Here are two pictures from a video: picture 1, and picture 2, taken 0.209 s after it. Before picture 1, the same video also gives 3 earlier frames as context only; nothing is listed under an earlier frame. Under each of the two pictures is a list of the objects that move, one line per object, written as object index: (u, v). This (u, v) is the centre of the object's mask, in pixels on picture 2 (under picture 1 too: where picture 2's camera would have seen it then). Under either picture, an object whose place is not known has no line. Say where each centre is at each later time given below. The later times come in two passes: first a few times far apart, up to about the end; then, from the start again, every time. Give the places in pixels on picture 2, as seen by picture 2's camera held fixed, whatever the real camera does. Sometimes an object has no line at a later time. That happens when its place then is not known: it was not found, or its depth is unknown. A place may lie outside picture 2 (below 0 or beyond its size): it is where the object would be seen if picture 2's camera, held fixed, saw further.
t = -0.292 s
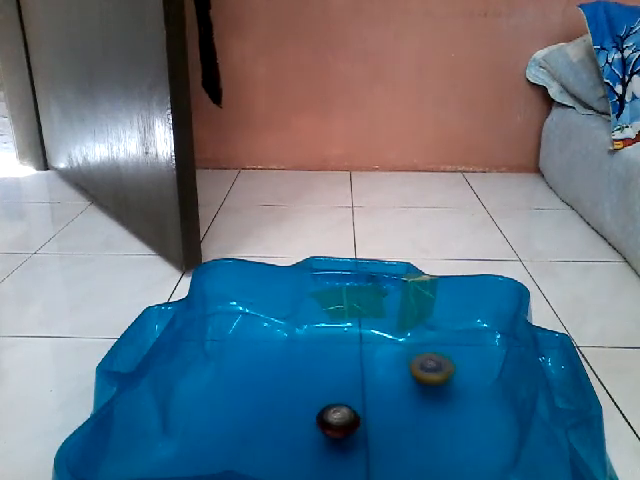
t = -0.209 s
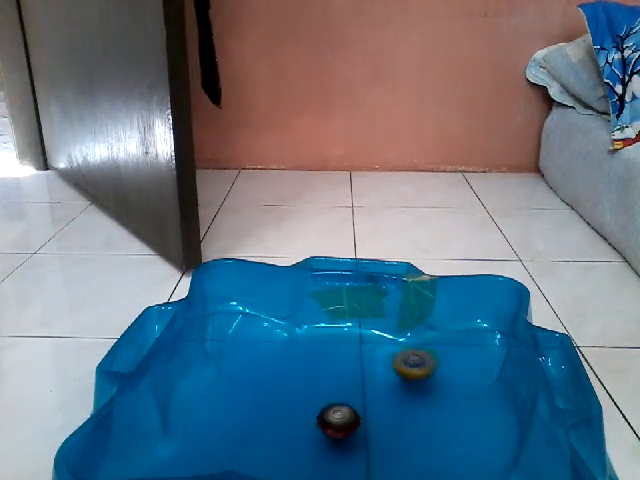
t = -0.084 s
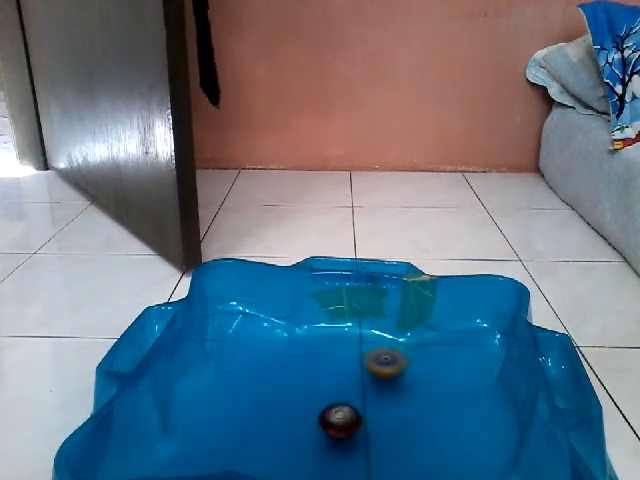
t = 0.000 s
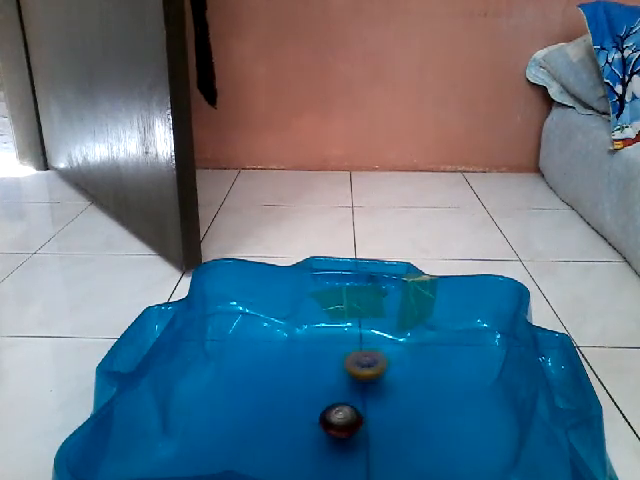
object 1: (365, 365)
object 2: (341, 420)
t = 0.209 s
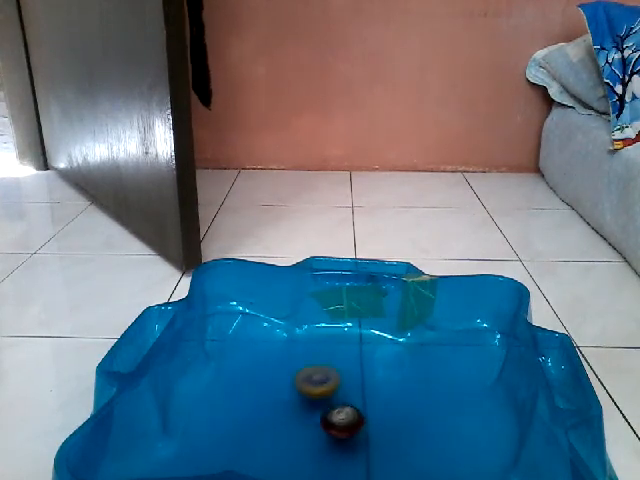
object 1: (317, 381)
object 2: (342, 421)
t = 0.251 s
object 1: (309, 386)
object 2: (342, 421)
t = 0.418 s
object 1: (278, 412)
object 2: (342, 421)
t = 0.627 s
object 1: (269, 453)
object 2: (341, 422)
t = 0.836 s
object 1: (298, 472)
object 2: (338, 422)
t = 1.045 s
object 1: (348, 475)
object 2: (338, 421)
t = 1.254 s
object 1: (394, 468)
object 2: (338, 421)
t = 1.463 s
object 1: (411, 437)
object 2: (339, 421)
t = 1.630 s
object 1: (402, 405)
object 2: (340, 421)
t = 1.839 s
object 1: (369, 377)
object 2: (341, 422)
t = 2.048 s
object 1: (333, 362)
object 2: (340, 422)
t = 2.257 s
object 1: (302, 360)
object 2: (339, 422)
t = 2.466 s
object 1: (278, 369)
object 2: (339, 422)
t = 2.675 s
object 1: (267, 388)
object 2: (340, 422)
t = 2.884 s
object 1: (276, 416)
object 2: (340, 422)
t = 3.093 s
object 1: (308, 444)
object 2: (345, 420)
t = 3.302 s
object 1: (353, 460)
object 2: (347, 421)
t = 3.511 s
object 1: (396, 459)
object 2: (346, 420)
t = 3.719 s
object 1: (421, 443)
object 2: (345, 420)
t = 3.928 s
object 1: (417, 418)
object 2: (343, 419)
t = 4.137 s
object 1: (389, 397)
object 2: (342, 419)
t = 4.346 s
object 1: (351, 387)
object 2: (343, 418)
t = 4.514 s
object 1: (319, 388)
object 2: (342, 419)
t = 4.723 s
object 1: (288, 396)
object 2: (341, 419)
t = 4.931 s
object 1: (268, 412)
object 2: (340, 420)
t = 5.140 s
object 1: (274, 433)
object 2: (339, 420)
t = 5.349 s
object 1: (308, 449)
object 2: (339, 420)
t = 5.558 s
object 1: (349, 451)
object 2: (342, 417)
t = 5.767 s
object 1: (382, 444)
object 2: (344, 418)
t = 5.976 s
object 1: (403, 432)
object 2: (345, 419)
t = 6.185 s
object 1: (406, 411)
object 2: (344, 420)
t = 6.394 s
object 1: (390, 394)
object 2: (342, 420)
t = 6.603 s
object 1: (364, 387)
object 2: (340, 419)
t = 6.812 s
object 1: (335, 387)
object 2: (341, 419)
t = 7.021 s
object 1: (310, 388)
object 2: (343, 426)
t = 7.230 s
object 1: (292, 394)
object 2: (340, 427)
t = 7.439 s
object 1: (284, 408)
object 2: (336, 425)
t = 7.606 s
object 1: (287, 421)
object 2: (340, 424)
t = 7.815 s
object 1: (293, 437)
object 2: (349, 426)
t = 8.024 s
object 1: (317, 449)
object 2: (354, 427)
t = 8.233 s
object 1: (335, 455)
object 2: (364, 425)
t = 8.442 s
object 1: (347, 449)
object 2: (373, 423)
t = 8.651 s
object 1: (324, 449)
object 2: (389, 417)
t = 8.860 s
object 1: (304, 450)
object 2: (387, 417)
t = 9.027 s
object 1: (297, 447)
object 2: (386, 415)
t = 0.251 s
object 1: (309, 386)
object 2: (342, 421)
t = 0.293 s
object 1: (300, 393)
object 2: (342, 421)
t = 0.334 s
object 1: (292, 399)
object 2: (342, 421)
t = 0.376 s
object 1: (285, 405)
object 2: (342, 421)
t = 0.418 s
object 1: (278, 412)
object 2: (342, 421)
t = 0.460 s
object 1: (272, 419)
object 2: (342, 422)
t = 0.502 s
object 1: (269, 427)
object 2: (342, 422)
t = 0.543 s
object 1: (267, 436)
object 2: (341, 422)
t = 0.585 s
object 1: (267, 445)
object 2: (341, 422)
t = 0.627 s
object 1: (269, 453)
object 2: (341, 422)
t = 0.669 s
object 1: (272, 460)
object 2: (340, 422)
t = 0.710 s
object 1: (277, 464)
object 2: (340, 422)
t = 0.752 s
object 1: (284, 468)
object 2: (339, 422)
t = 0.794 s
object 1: (289, 470)
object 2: (338, 422)
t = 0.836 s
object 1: (298, 472)
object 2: (338, 422)
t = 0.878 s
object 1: (307, 474)
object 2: (338, 421)
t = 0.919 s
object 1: (316, 475)
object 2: (338, 421)
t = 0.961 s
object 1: (326, 475)
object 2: (338, 421)
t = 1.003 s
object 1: (337, 476)
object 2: (338, 421)
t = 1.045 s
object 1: (348, 475)
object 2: (338, 421)
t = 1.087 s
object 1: (358, 474)
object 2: (338, 421)
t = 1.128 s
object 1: (369, 473)
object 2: (338, 421)
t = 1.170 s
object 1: (380, 472)
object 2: (338, 421)
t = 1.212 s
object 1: (387, 470)
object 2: (338, 421)
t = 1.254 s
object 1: (394, 468)
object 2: (338, 421)
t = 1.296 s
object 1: (400, 465)
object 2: (338, 421)
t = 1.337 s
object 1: (405, 461)
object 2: (338, 421)
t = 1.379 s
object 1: (409, 453)
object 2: (338, 421)
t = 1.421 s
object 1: (411, 446)
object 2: (339, 421)
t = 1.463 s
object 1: (411, 437)
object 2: (339, 421)
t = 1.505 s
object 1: (410, 430)
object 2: (339, 421)
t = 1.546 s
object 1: (409, 421)
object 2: (339, 421)
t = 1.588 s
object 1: (406, 413)
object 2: (340, 421)
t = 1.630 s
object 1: (402, 405)
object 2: (340, 421)
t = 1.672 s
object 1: (397, 399)
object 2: (340, 421)
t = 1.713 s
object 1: (391, 392)
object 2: (340, 421)
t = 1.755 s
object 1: (384, 387)
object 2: (341, 421)
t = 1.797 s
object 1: (377, 382)
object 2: (341, 421)
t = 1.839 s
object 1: (369, 377)
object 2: (341, 422)
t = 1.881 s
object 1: (362, 372)
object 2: (341, 422)
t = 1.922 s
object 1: (355, 369)
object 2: (340, 422)
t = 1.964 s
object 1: (347, 366)
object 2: (340, 422)
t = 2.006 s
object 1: (340, 364)
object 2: (340, 422)
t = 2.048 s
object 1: (333, 362)
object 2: (340, 422)
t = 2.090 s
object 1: (326, 361)
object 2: (340, 422)
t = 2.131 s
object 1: (319, 360)
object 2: (340, 422)
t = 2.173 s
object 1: (313, 359)
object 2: (339, 422)
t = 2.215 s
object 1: (308, 360)
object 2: (339, 422)
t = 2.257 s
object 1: (302, 360)
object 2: (339, 422)
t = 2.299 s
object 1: (296, 361)
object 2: (339, 422)
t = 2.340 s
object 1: (291, 362)
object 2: (339, 422)
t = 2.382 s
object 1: (286, 364)
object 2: (339, 422)
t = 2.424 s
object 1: (281, 366)
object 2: (339, 422)
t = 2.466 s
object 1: (278, 369)
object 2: (339, 422)
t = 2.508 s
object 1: (274, 372)
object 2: (340, 422)
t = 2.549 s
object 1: (271, 376)
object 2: (340, 422)
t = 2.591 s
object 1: (269, 380)
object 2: (340, 422)
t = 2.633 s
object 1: (267, 383)
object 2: (340, 422)
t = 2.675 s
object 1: (267, 388)
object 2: (340, 422)
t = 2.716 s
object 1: (267, 393)
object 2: (340, 422)
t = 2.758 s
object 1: (268, 398)
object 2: (340, 422)
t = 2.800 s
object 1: (269, 404)
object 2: (340, 422)
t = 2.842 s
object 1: (272, 410)
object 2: (340, 422)
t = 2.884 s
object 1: (276, 416)
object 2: (340, 422)
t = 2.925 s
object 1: (281, 422)
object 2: (340, 422)
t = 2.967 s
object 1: (289, 428)
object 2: (340, 422)
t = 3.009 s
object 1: (296, 434)
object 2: (341, 422)
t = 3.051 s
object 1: (302, 439)
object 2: (343, 421)
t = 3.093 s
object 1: (308, 444)
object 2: (345, 420)
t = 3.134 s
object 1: (316, 449)
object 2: (346, 420)
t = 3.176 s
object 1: (325, 453)
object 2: (347, 420)
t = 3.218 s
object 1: (334, 456)
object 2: (347, 420)
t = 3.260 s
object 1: (344, 459)
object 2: (347, 421)
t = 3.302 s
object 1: (353, 460)
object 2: (347, 421)
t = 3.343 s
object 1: (362, 460)
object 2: (347, 421)
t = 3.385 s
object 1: (371, 460)
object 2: (347, 421)
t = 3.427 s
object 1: (380, 460)
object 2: (346, 421)
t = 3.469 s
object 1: (388, 460)
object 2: (346, 421)
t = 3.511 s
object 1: (396, 459)
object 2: (346, 420)
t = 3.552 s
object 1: (402, 459)
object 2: (346, 420)
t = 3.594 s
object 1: (408, 456)
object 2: (346, 420)
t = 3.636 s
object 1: (414, 452)
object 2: (345, 420)
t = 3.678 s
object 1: (418, 448)
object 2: (345, 420)
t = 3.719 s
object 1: (421, 443)
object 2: (345, 420)
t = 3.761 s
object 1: (422, 437)
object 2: (344, 419)
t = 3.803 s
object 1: (423, 433)
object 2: (344, 419)
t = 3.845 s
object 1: (422, 428)
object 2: (343, 419)
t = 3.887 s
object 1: (419, 423)
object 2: (343, 419)
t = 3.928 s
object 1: (417, 418)
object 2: (343, 419)
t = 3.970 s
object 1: (413, 413)
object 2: (343, 419)
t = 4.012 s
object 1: (408, 409)
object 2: (343, 419)
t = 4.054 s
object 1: (403, 404)
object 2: (343, 419)
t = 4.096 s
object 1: (396, 400)
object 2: (343, 419)
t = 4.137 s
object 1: (389, 397)
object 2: (342, 419)
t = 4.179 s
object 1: (382, 395)
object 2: (342, 419)
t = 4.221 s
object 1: (374, 393)
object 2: (342, 419)
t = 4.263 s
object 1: (367, 391)
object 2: (343, 418)
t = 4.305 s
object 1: (359, 389)
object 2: (342, 419)
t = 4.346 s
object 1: (351, 387)
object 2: (343, 418)
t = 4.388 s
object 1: (343, 387)
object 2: (342, 419)
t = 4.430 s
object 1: (334, 387)
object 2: (342, 419)
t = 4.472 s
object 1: (327, 387)
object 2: (342, 418)
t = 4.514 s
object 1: (319, 388)
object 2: (342, 419)
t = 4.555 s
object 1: (312, 389)
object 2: (342, 419)
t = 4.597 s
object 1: (306, 391)
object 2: (342, 419)
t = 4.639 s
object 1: (300, 392)
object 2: (342, 419)
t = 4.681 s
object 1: (294, 394)
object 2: (341, 419)
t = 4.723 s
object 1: (288, 396)
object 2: (341, 419)
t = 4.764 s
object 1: (283, 399)
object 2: (341, 419)
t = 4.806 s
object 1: (278, 401)
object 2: (341, 419)
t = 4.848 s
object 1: (274, 405)
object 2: (341, 419)
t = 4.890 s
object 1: (270, 408)
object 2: (340, 419)
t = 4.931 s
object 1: (268, 412)
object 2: (340, 420)
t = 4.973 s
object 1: (266, 416)
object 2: (340, 420)
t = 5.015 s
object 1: (267, 421)
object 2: (340, 420)
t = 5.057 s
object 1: (268, 425)
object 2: (340, 420)
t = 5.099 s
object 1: (270, 429)
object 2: (340, 420)
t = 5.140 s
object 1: (274, 433)
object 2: (339, 420)
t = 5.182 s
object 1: (278, 437)
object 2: (339, 420)
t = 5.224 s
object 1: (285, 440)
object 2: (339, 420)
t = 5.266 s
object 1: (292, 444)
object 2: (339, 420)
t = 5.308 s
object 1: (299, 447)
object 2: (339, 420)
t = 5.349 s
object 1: (308, 449)
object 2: (339, 420)
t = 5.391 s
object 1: (317, 450)
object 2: (339, 419)
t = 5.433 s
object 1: (325, 451)
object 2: (339, 419)
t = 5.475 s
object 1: (333, 451)
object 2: (340, 418)
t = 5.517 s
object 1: (341, 451)
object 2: (341, 417)
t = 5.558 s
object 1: (349, 451)
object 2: (342, 417)
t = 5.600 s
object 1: (356, 451)
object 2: (342, 417)
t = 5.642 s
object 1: (363, 450)
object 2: (342, 418)
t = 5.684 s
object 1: (369, 448)
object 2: (343, 418)
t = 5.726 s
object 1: (375, 447)
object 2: (343, 418)
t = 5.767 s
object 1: (382, 444)
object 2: (344, 418)
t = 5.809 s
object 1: (387, 443)
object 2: (344, 418)
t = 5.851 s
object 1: (392, 440)
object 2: (345, 418)
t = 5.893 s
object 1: (396, 438)
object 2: (345, 419)
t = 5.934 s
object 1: (400, 435)
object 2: (345, 419)
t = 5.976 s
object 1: (403, 432)
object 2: (345, 419)
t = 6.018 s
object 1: (405, 428)
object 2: (346, 420)
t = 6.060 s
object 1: (407, 424)
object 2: (345, 420)
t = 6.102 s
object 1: (408, 419)
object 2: (345, 420)
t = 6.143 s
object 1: (407, 415)
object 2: (345, 420)
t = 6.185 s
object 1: (406, 411)
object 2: (344, 420)
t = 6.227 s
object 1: (404, 406)
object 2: (344, 421)
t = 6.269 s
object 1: (402, 403)
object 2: (343, 420)
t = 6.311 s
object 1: (398, 400)
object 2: (343, 420)
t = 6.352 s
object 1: (394, 397)
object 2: (342, 421)
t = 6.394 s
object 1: (390, 394)
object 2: (342, 420)
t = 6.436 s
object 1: (385, 392)
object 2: (341, 420)
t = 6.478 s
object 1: (380, 391)
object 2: (341, 420)
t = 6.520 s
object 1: (375, 389)
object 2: (341, 420)
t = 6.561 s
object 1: (370, 388)
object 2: (340, 419)
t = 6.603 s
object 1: (364, 387)
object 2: (340, 419)
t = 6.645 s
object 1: (359, 386)
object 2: (340, 419)
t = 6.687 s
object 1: (353, 386)
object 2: (340, 419)
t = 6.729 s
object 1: (347, 386)
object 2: (340, 419)
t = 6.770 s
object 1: (341, 386)
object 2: (340, 419)
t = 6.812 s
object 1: (335, 387)
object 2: (341, 419)
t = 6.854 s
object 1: (330, 388)
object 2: (342, 421)
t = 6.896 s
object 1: (325, 388)
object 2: (343, 424)
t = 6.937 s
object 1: (320, 388)
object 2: (343, 424)
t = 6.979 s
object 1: (314, 388)
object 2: (342, 425)
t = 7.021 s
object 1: (310, 388)
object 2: (343, 426)
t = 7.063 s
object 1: (306, 388)
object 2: (343, 426)
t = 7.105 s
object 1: (302, 389)
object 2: (342, 426)
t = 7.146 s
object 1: (298, 391)
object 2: (341, 427)
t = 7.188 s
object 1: (295, 392)
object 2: (340, 427)
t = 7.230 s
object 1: (292, 394)
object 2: (340, 427)
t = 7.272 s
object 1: (289, 397)
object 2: (339, 426)
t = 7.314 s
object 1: (287, 399)
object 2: (338, 426)
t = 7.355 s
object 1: (285, 402)
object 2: (337, 426)
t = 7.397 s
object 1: (284, 405)
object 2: (337, 426)
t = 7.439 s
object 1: (284, 408)
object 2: (336, 425)
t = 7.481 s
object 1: (284, 412)
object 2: (336, 425)
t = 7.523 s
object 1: (286, 415)
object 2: (336, 425)
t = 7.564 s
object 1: (288, 419)
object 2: (337, 424)
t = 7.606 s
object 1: (287, 421)
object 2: (340, 424)
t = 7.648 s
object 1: (287, 424)
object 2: (344, 424)
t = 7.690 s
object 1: (287, 427)
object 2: (345, 425)
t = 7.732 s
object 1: (288, 431)
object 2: (347, 425)
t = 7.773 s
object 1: (290, 434)
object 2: (348, 425)
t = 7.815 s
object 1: (293, 437)
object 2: (349, 426)
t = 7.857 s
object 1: (296, 440)
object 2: (350, 426)
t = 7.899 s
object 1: (301, 442)
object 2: (351, 427)
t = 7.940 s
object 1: (307, 445)
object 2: (351, 427)
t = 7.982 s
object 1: (312, 447)
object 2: (353, 428)
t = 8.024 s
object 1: (317, 449)
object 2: (354, 427)
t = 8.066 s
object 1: (321, 450)
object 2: (356, 427)
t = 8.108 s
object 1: (325, 452)
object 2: (357, 426)
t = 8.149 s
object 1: (329, 453)
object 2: (358, 426)
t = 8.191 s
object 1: (332, 454)
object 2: (361, 426)
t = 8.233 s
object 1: (335, 455)
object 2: (364, 425)
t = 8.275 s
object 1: (338, 455)
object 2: (366, 424)
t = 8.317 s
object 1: (341, 455)
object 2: (367, 424)
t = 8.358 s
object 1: (343, 453)
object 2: (369, 424)
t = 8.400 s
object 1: (346, 452)
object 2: (371, 423)
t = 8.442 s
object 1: (347, 449)
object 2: (373, 423)
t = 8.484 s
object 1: (345, 449)
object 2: (377, 422)
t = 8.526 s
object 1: (339, 449)
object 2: (382, 419)
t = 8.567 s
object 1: (334, 449)
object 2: (386, 418)
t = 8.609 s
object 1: (329, 449)
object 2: (388, 417)
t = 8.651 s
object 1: (324, 449)
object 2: (389, 417)
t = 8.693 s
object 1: (320, 449)
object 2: (389, 417)
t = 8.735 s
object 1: (315, 449)
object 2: (389, 417)
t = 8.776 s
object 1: (311, 450)
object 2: (388, 417)
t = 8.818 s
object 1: (307, 450)
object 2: (388, 417)
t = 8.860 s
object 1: (304, 450)
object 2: (387, 417)
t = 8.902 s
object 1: (301, 450)
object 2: (386, 417)
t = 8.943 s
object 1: (299, 449)
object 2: (386, 416)
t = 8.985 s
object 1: (298, 448)
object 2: (386, 416)
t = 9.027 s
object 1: (297, 447)
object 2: (386, 415)
